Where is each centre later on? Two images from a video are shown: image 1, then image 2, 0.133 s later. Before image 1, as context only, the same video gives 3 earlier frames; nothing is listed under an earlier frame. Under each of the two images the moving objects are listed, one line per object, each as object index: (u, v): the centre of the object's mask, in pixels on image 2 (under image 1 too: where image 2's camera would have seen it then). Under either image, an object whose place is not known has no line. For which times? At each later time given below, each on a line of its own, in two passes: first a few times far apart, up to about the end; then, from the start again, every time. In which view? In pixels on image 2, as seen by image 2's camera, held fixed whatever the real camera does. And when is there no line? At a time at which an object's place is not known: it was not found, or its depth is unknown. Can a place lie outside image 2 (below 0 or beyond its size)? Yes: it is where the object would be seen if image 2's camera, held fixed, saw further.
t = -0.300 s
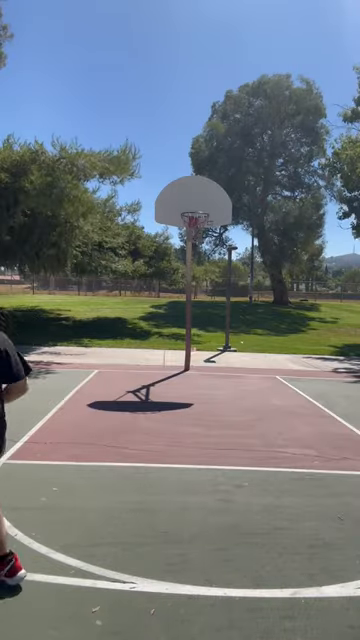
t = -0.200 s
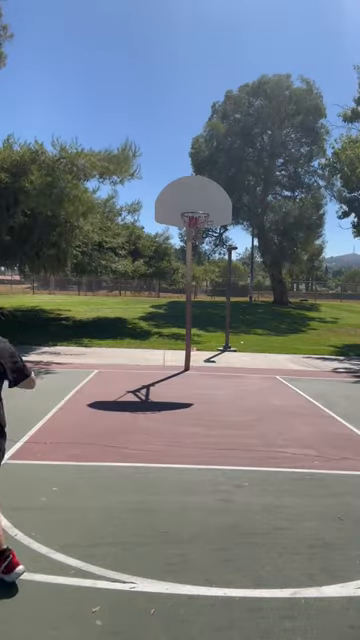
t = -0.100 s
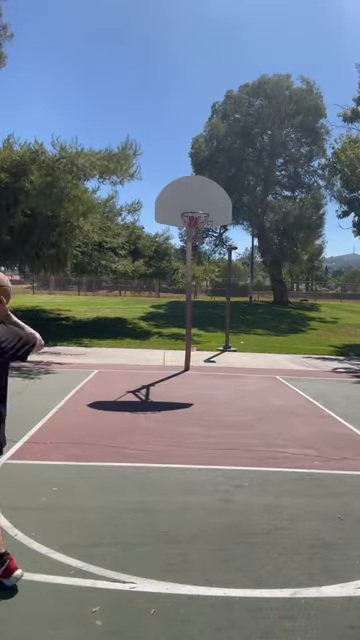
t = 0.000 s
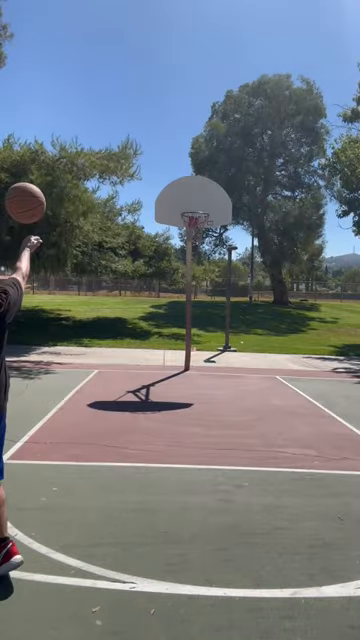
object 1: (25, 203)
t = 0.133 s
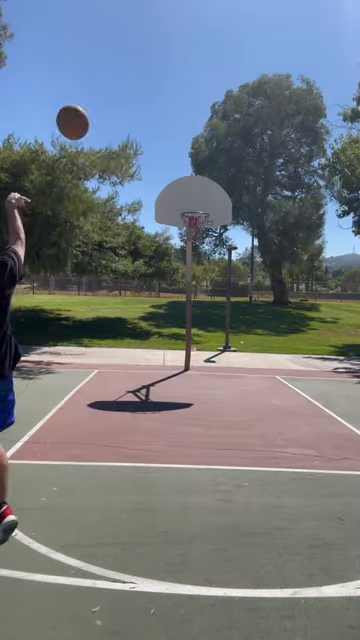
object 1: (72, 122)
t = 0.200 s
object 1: (90, 100)
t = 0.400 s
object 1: (130, 77)
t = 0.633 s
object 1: (159, 100)
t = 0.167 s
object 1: (81, 110)
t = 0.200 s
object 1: (90, 100)
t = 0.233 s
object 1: (98, 92)
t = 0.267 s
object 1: (106, 86)
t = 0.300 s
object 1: (112, 82)
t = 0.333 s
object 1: (119, 79)
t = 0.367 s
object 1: (125, 77)
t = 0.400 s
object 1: (130, 77)
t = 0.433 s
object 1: (135, 77)
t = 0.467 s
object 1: (140, 79)
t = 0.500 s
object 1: (144, 81)
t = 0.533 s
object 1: (148, 85)
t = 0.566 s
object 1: (152, 90)
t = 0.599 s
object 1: (156, 94)
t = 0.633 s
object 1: (159, 100)
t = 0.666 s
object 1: (162, 106)
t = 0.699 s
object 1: (165, 113)
